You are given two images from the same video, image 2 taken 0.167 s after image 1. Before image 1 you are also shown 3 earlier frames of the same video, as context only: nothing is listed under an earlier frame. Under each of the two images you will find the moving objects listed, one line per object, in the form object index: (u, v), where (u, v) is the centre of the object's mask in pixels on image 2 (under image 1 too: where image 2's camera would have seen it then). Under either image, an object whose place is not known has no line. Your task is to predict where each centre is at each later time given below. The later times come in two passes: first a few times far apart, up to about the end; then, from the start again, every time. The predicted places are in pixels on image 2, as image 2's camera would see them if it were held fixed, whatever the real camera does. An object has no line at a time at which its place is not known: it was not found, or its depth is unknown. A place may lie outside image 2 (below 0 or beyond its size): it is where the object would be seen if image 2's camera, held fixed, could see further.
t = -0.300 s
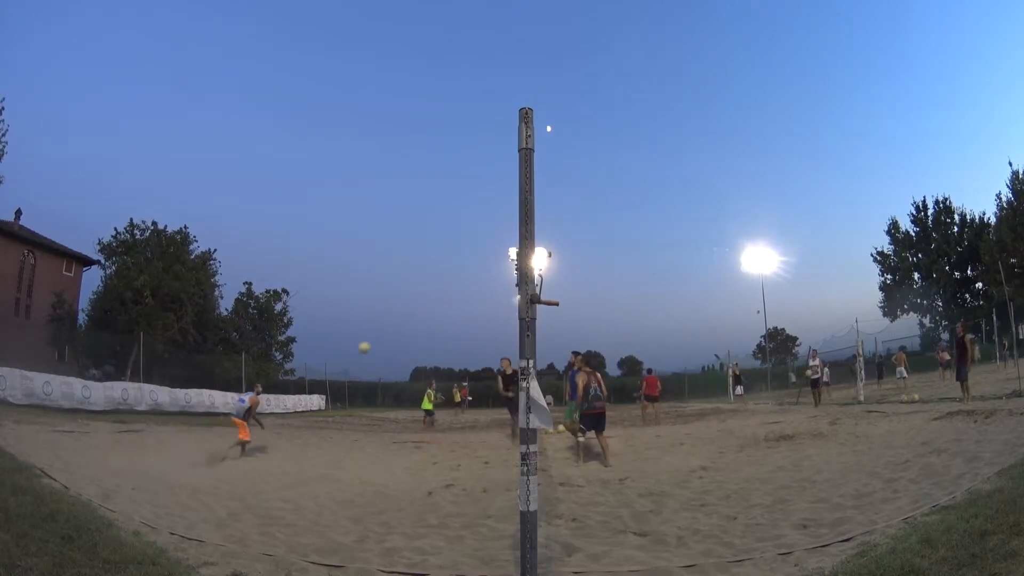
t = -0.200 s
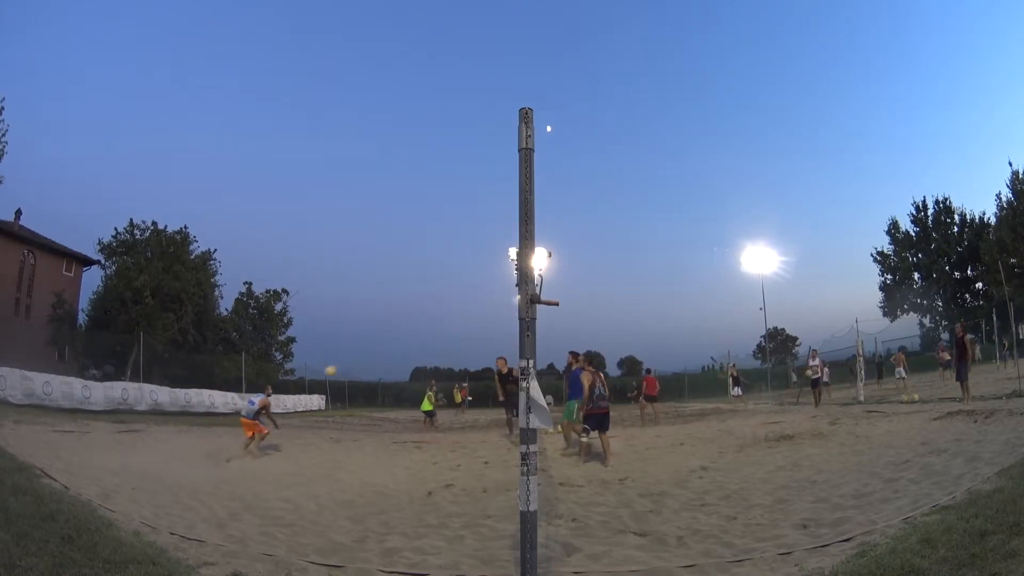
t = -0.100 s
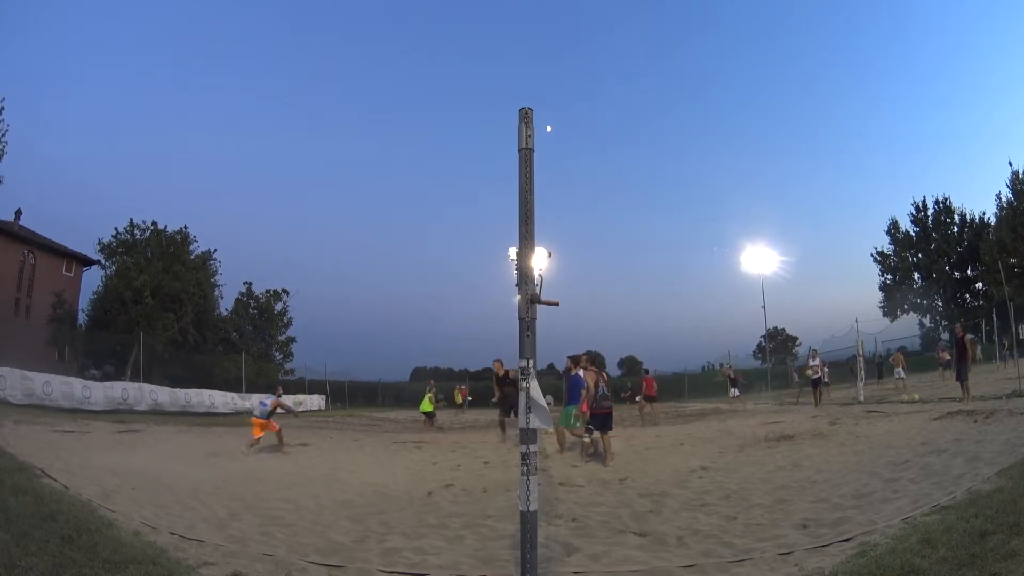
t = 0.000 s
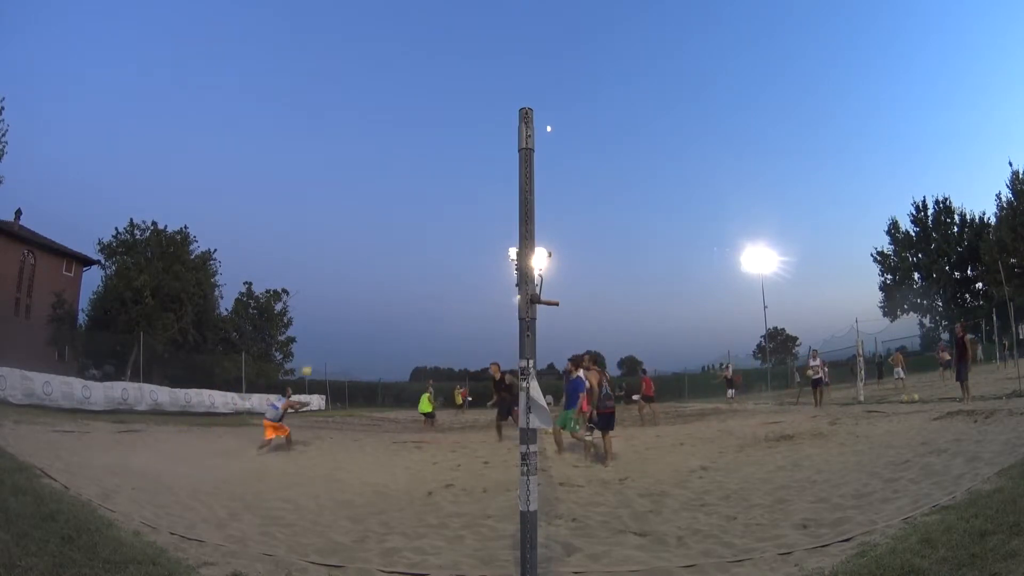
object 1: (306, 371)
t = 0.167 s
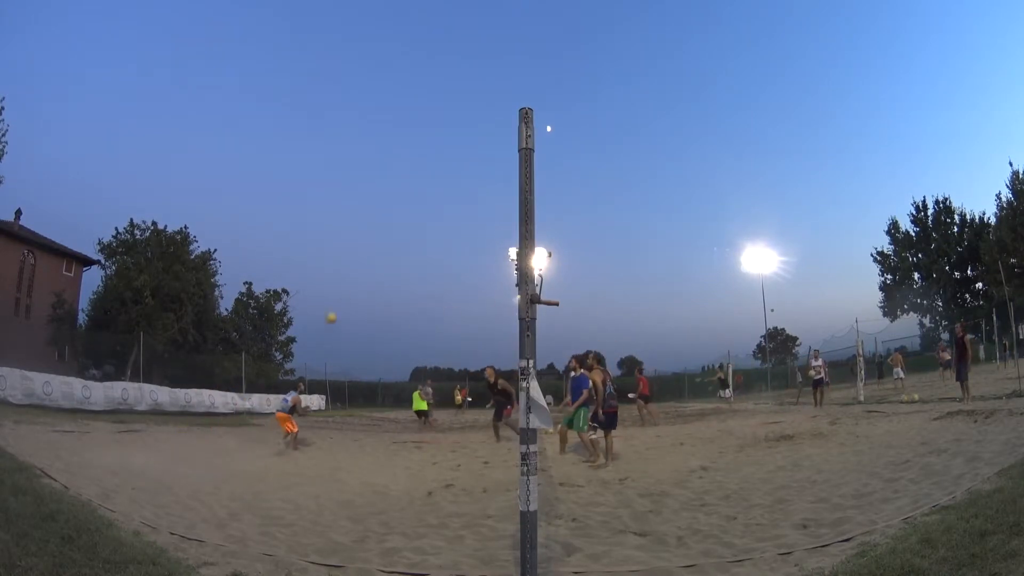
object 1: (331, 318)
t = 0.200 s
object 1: (335, 310)
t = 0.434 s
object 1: (367, 266)
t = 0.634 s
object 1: (392, 250)
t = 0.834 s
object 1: (416, 251)
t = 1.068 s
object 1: (442, 273)
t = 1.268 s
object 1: (464, 310)
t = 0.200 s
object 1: (335, 310)
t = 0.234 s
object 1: (341, 301)
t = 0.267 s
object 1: (345, 294)
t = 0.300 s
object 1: (349, 287)
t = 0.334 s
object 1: (354, 281)
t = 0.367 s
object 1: (358, 275)
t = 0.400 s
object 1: (363, 270)
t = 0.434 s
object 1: (367, 266)
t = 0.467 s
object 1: (372, 262)
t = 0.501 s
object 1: (376, 258)
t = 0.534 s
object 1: (380, 255)
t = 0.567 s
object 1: (384, 253)
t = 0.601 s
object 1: (388, 251)
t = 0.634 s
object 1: (392, 250)
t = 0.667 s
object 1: (396, 248)
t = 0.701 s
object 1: (400, 248)
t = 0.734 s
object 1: (404, 248)
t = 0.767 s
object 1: (408, 249)
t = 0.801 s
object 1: (412, 249)
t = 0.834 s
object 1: (416, 251)
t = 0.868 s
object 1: (420, 253)
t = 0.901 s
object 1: (423, 255)
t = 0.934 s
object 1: (427, 257)
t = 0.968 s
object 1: (431, 261)
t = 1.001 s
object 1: (434, 265)
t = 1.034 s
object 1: (438, 269)
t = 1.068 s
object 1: (442, 273)
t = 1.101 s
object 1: (445, 278)
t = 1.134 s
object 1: (449, 283)
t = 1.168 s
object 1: (453, 290)
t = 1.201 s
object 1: (456, 296)
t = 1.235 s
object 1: (460, 303)
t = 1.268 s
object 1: (464, 310)
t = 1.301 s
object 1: (468, 317)
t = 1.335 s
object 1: (472, 325)
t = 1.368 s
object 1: (475, 333)
